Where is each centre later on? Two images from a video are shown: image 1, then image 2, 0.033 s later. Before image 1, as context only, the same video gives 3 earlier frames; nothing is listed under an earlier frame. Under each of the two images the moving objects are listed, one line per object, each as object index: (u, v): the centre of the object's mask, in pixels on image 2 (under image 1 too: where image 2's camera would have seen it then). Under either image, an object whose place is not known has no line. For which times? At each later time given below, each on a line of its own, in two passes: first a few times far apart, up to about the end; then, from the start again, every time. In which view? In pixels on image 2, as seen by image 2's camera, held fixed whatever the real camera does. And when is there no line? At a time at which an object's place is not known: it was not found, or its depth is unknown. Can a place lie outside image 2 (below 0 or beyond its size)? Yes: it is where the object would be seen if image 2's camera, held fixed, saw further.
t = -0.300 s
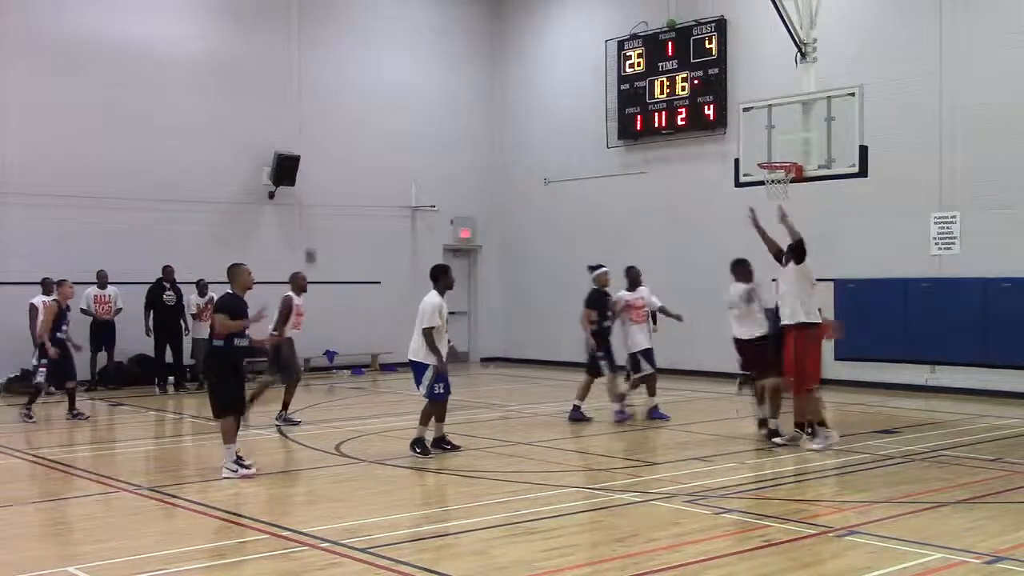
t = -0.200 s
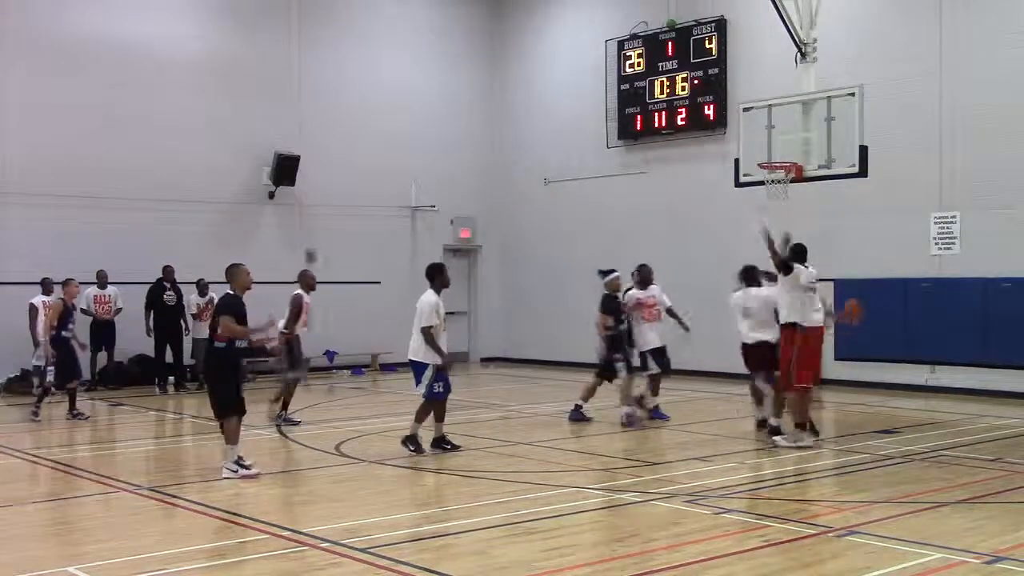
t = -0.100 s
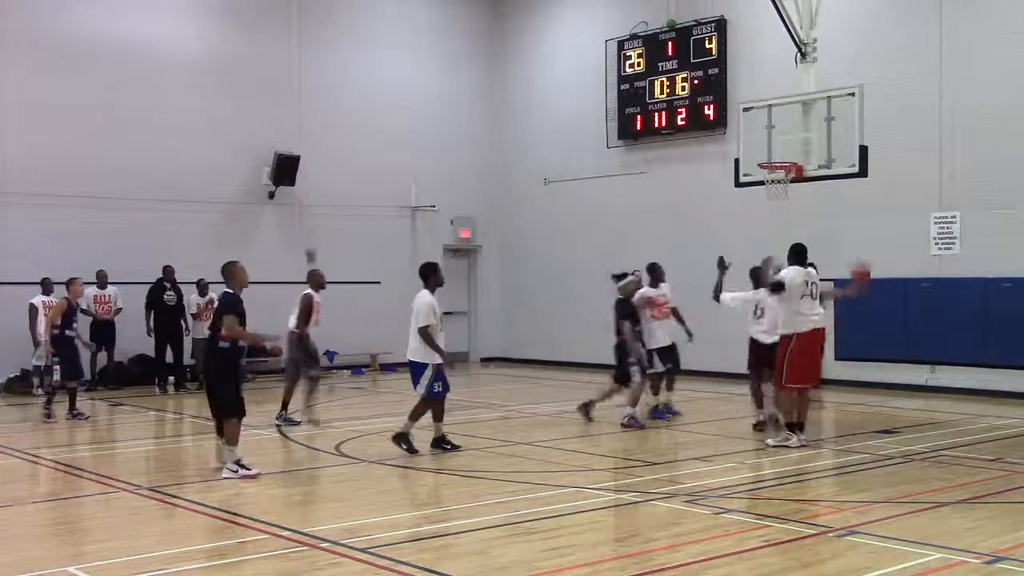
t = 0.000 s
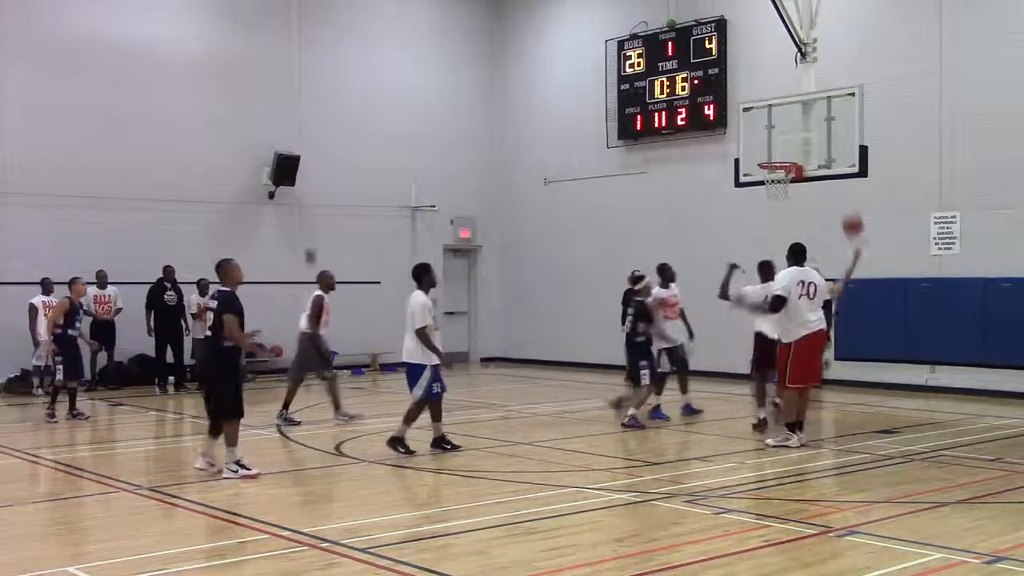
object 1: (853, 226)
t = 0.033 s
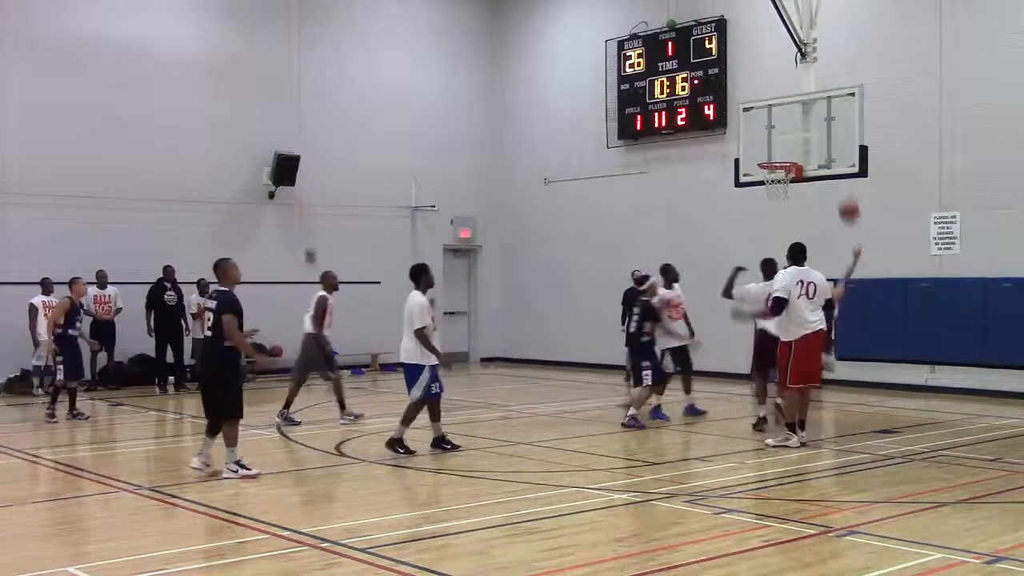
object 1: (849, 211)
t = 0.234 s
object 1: (828, 149)
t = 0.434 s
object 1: (809, 123)
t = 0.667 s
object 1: (776, 128)
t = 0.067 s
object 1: (846, 199)
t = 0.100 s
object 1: (842, 188)
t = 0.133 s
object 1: (838, 175)
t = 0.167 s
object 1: (835, 164)
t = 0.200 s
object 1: (831, 156)
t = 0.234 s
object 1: (828, 149)
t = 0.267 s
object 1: (825, 143)
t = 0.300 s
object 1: (822, 137)
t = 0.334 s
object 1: (819, 131)
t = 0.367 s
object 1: (816, 128)
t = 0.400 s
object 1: (813, 125)
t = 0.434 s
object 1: (809, 123)
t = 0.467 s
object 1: (805, 121)
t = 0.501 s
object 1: (800, 120)
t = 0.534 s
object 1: (795, 119)
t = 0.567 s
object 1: (790, 120)
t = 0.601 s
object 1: (785, 122)
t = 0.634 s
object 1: (780, 125)
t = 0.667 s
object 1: (776, 128)
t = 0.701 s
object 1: (771, 132)
